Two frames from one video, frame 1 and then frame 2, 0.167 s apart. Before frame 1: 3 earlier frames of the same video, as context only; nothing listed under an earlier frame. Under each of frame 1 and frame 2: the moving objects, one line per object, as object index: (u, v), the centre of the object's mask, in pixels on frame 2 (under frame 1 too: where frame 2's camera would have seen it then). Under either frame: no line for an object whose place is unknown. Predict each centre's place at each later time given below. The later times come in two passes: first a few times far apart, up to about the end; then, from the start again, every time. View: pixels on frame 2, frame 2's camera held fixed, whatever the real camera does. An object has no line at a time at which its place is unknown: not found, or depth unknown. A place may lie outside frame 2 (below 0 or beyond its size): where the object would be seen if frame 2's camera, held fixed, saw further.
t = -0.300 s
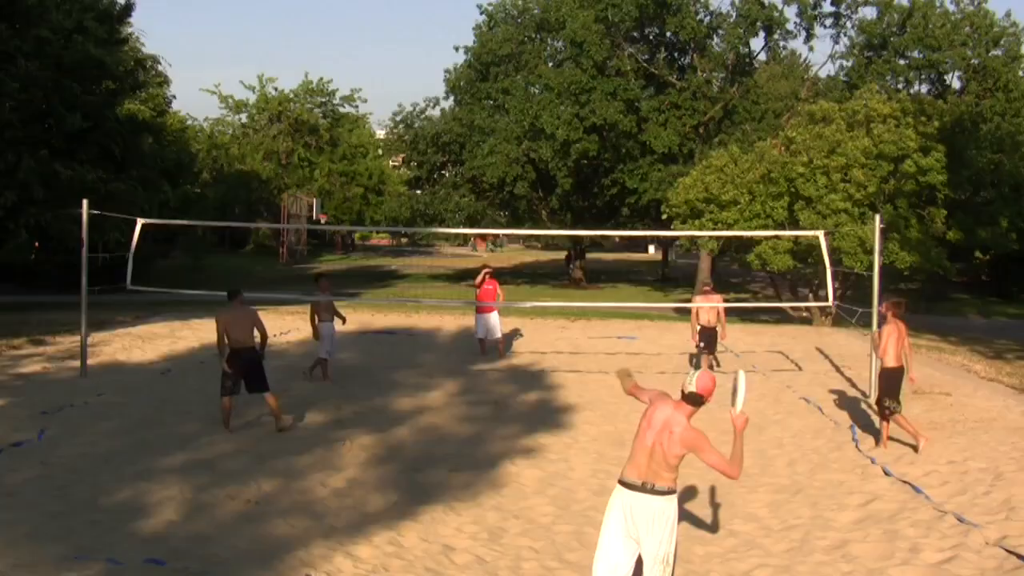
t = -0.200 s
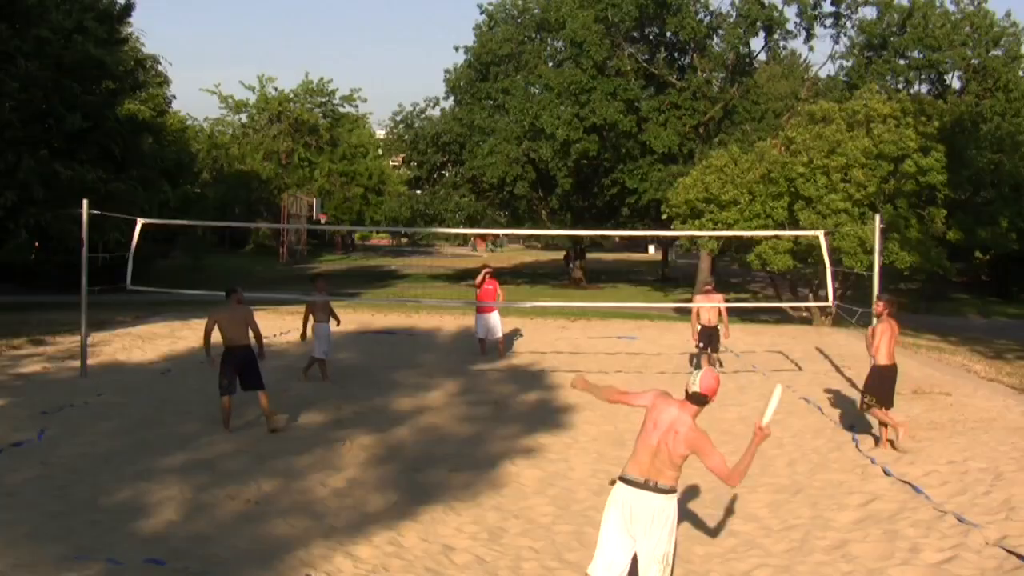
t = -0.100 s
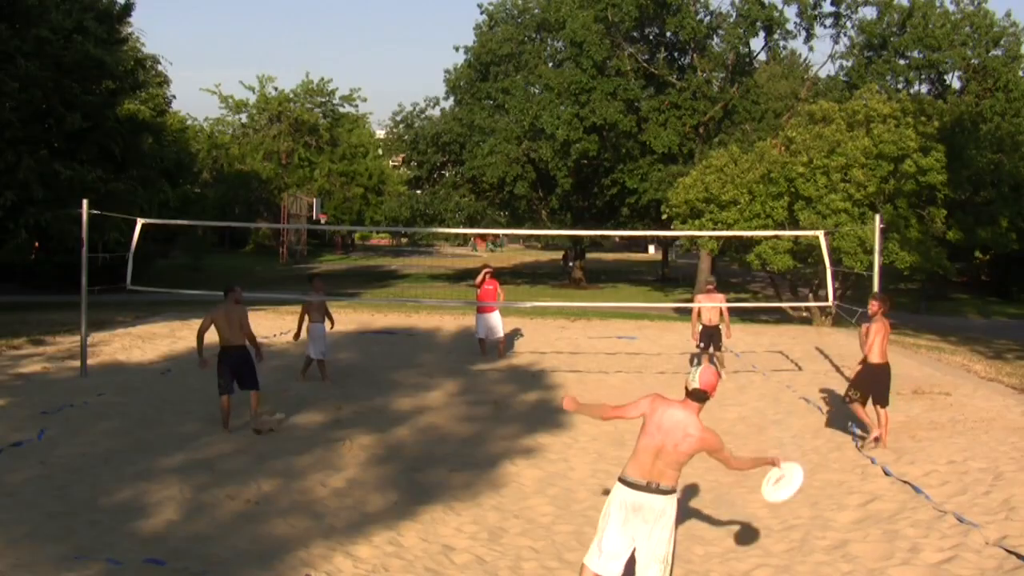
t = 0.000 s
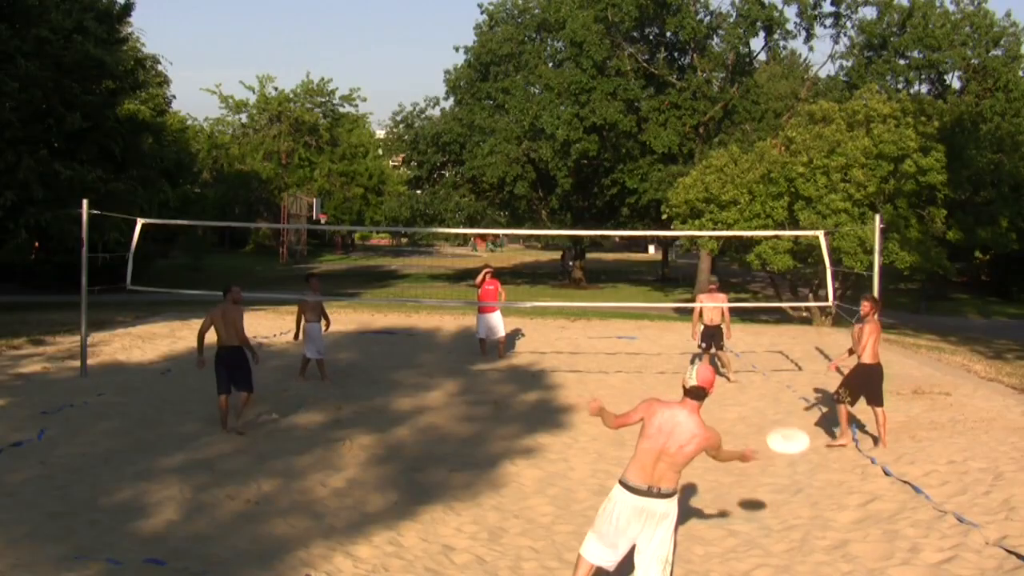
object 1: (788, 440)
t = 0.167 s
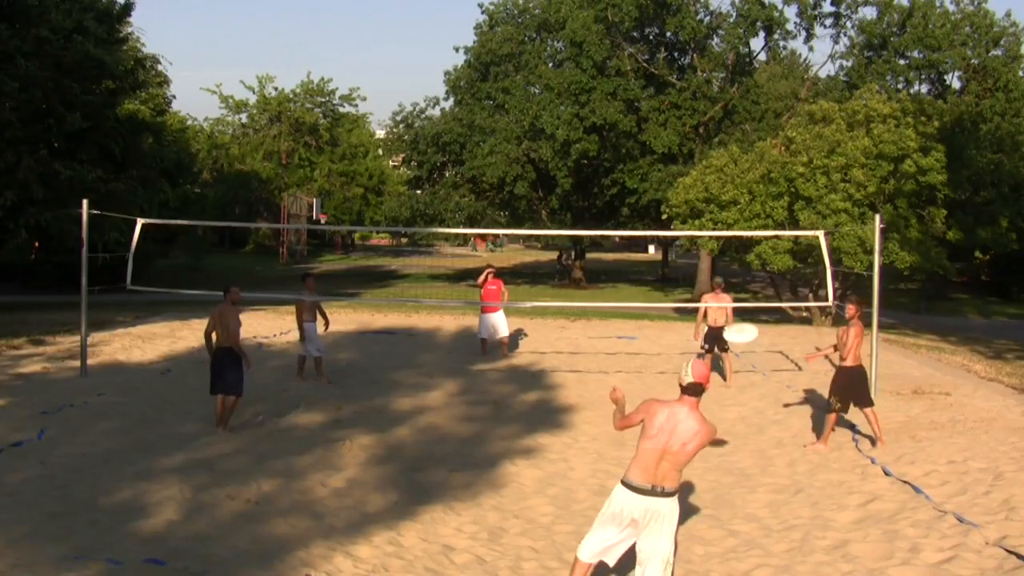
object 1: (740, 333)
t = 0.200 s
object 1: (733, 318)
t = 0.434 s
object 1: (688, 243)
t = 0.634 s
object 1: (657, 210)
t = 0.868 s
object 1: (625, 192)
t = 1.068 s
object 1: (599, 188)
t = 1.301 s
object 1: (570, 189)
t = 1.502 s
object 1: (547, 195)
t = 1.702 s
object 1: (525, 206)
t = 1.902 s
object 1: (504, 219)
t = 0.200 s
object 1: (733, 318)
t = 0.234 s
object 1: (726, 303)
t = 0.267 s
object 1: (718, 292)
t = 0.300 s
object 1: (712, 280)
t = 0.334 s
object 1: (706, 269)
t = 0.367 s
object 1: (699, 260)
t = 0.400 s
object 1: (694, 251)
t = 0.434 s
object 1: (688, 243)
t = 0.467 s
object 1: (682, 237)
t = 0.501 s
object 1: (677, 230)
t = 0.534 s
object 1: (672, 224)
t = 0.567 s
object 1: (667, 219)
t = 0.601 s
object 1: (662, 214)
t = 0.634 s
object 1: (657, 210)
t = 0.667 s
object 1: (652, 206)
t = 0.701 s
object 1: (647, 203)
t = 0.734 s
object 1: (642, 200)
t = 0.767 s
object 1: (638, 198)
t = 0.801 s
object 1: (633, 196)
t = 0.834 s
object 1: (629, 194)
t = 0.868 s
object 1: (625, 192)
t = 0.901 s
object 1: (620, 191)
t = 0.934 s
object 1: (616, 190)
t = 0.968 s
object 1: (611, 190)
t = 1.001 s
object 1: (607, 189)
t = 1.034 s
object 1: (603, 188)
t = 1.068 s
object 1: (599, 188)
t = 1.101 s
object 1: (595, 188)
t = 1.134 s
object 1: (590, 188)
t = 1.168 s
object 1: (586, 188)
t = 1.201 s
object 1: (582, 188)
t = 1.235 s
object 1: (578, 188)
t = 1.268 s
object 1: (574, 188)
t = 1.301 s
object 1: (570, 189)
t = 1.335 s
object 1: (566, 190)
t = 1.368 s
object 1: (562, 190)
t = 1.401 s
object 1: (558, 191)
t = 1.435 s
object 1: (554, 193)
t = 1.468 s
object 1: (551, 194)
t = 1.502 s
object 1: (547, 195)
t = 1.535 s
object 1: (543, 197)
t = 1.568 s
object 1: (539, 198)
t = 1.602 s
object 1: (535, 200)
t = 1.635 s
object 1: (532, 202)
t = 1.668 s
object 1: (528, 204)
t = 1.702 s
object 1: (525, 206)
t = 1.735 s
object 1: (521, 208)
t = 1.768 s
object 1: (518, 210)
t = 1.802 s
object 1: (514, 212)
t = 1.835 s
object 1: (510, 214)
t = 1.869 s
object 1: (507, 216)
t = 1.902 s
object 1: (504, 219)
